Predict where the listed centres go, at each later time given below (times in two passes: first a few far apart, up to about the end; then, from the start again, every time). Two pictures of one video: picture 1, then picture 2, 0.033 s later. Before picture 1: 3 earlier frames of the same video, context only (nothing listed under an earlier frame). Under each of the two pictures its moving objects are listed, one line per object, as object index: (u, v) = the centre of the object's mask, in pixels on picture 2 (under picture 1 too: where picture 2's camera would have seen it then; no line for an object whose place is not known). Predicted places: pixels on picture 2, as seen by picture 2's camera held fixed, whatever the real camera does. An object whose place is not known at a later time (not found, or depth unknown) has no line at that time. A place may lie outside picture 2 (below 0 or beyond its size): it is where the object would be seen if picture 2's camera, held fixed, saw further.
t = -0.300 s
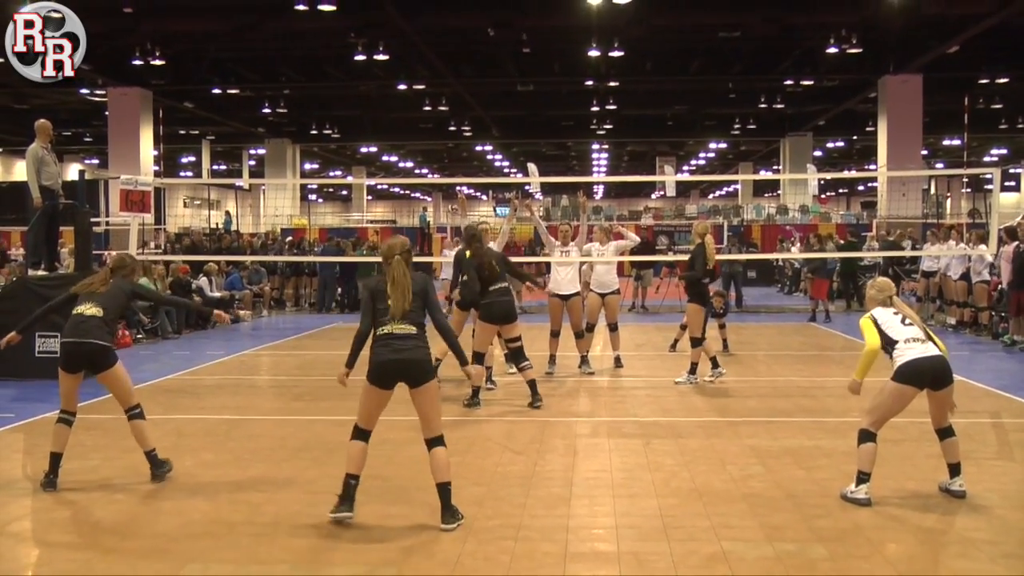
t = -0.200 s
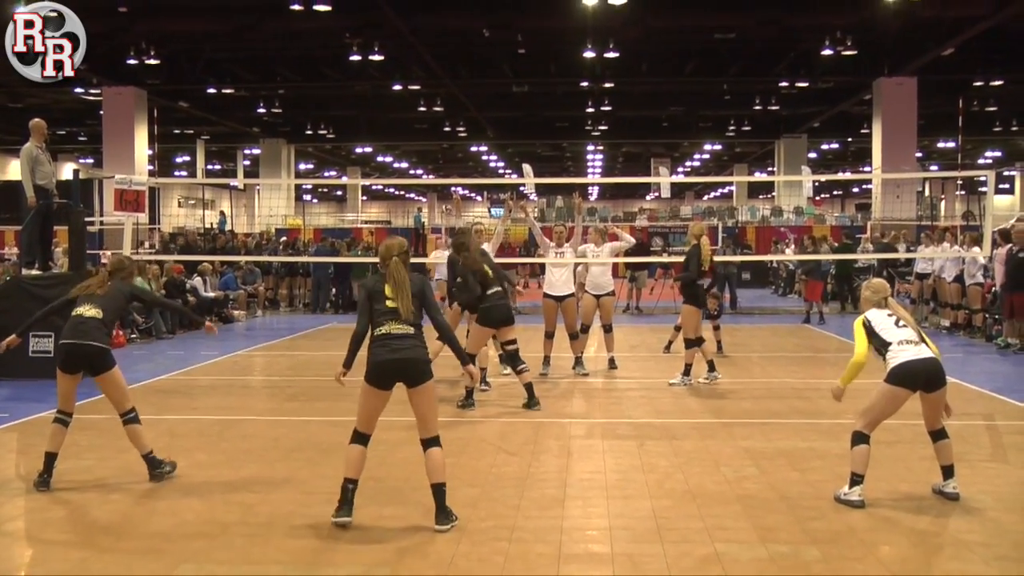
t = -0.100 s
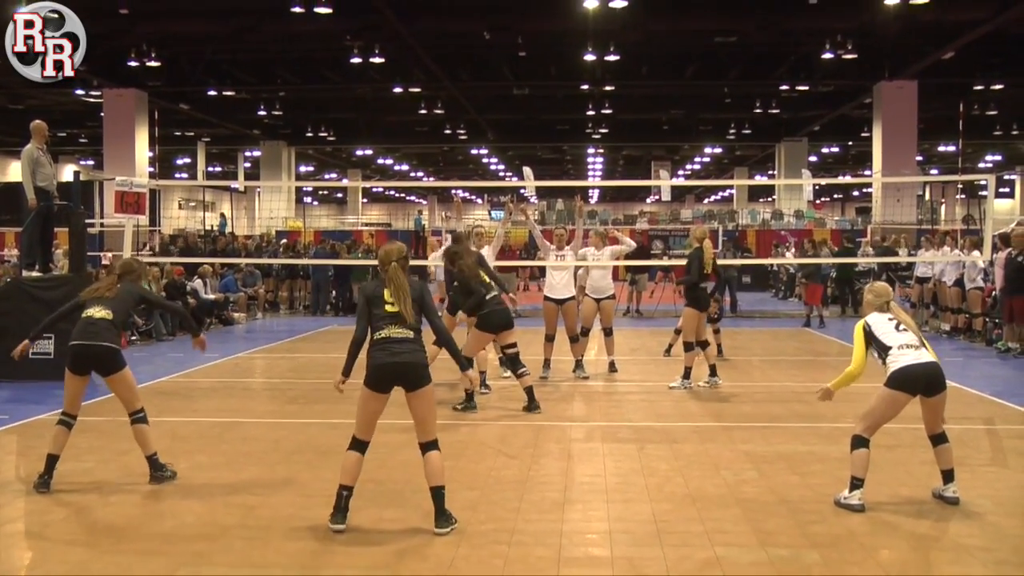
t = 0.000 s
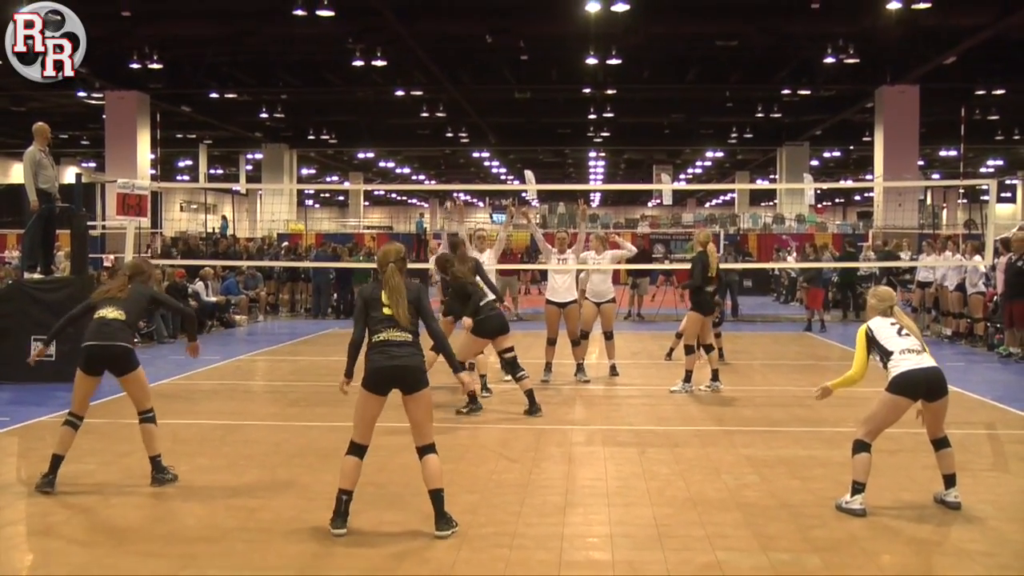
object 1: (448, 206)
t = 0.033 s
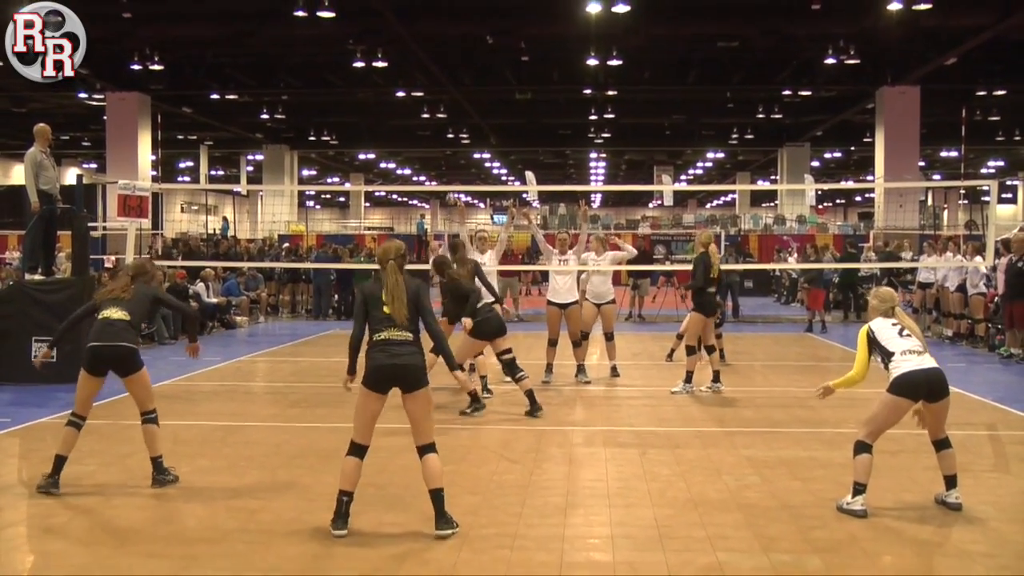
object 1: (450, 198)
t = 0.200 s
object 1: (457, 155)
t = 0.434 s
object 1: (460, 107)
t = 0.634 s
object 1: (460, 85)
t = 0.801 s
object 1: (457, 89)
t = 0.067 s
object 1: (453, 184)
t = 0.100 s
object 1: (453, 179)
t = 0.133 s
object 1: (454, 172)
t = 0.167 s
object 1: (455, 163)
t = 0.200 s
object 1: (457, 155)
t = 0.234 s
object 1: (458, 147)
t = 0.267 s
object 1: (458, 140)
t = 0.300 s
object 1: (458, 132)
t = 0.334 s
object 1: (459, 125)
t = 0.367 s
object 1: (460, 119)
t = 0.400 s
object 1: (460, 112)
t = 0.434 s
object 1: (460, 107)
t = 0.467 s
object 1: (461, 102)
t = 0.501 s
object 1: (461, 97)
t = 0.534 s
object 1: (461, 93)
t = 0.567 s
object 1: (460, 89)
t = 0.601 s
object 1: (460, 87)
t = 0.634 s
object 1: (460, 85)
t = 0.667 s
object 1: (459, 83)
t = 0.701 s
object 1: (458, 83)
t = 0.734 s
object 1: (458, 84)
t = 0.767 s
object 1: (457, 86)
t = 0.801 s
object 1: (457, 89)
